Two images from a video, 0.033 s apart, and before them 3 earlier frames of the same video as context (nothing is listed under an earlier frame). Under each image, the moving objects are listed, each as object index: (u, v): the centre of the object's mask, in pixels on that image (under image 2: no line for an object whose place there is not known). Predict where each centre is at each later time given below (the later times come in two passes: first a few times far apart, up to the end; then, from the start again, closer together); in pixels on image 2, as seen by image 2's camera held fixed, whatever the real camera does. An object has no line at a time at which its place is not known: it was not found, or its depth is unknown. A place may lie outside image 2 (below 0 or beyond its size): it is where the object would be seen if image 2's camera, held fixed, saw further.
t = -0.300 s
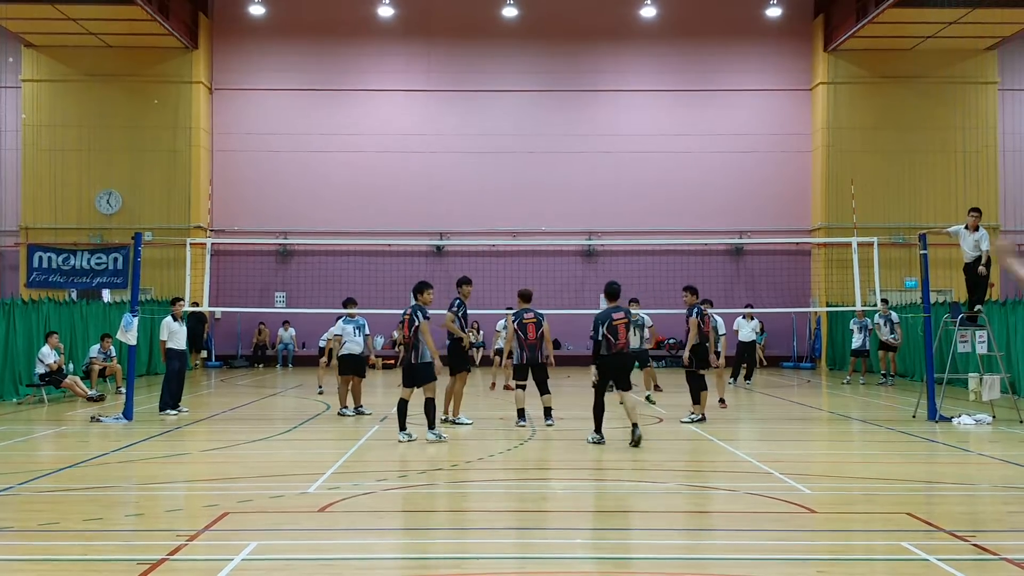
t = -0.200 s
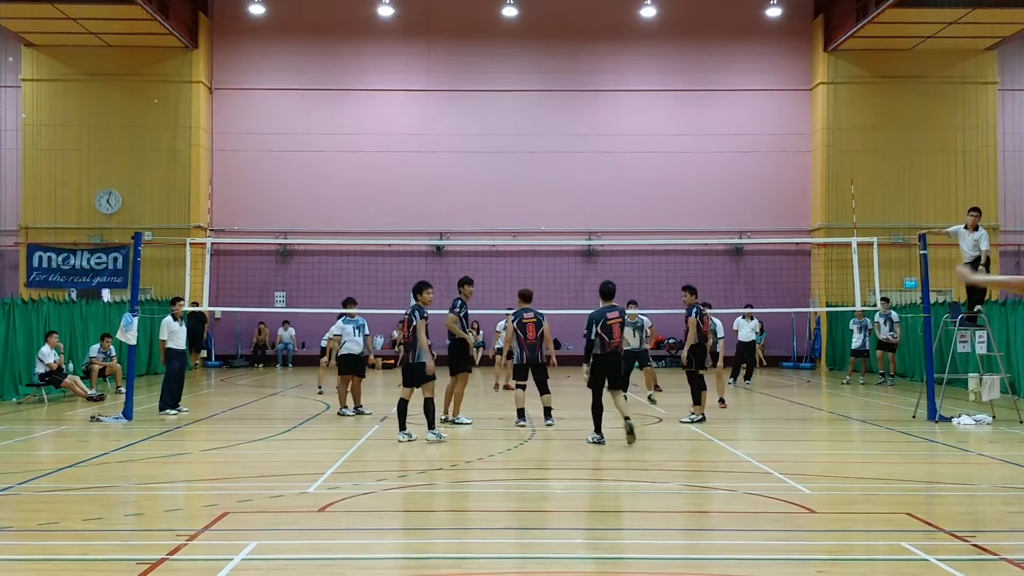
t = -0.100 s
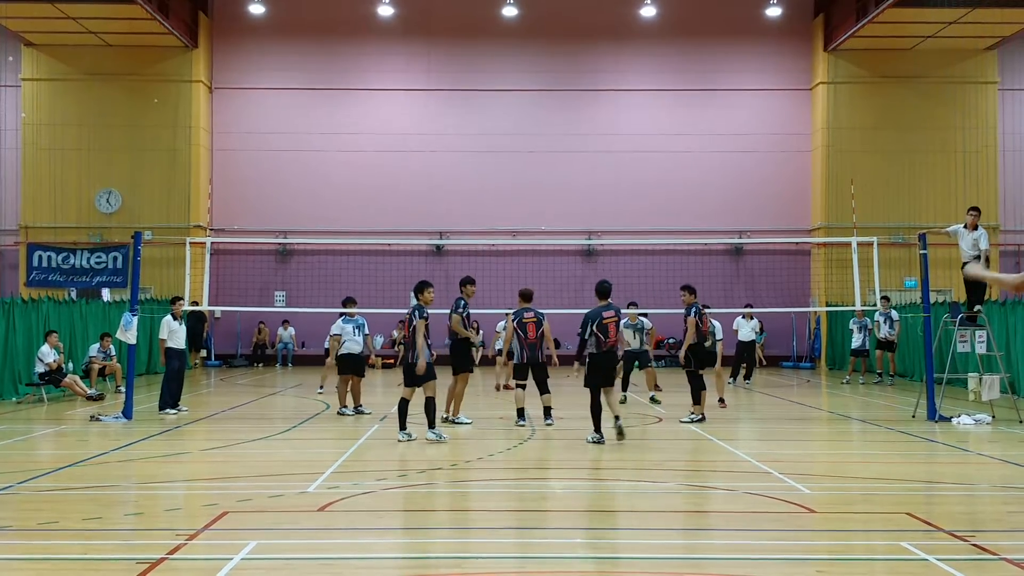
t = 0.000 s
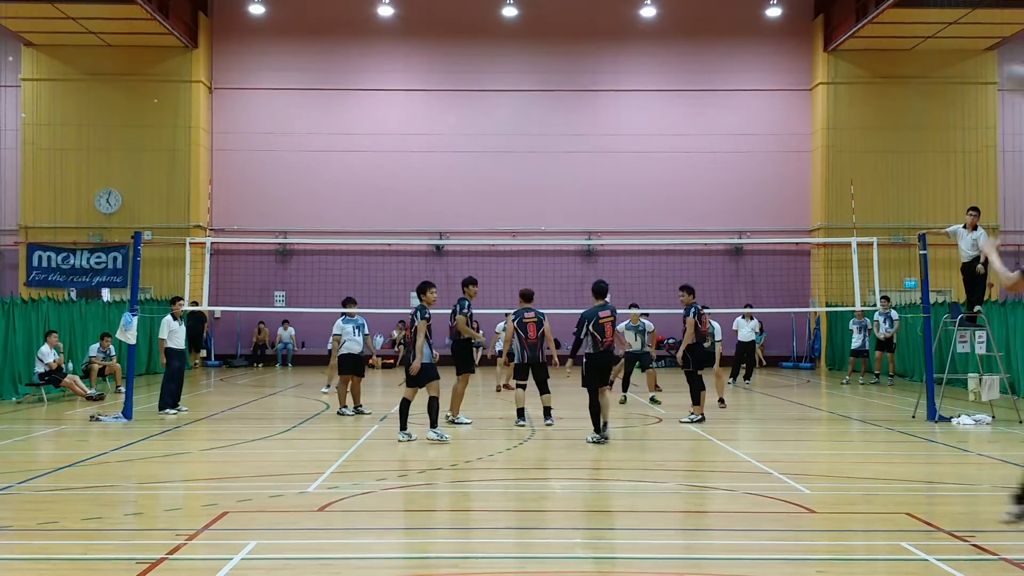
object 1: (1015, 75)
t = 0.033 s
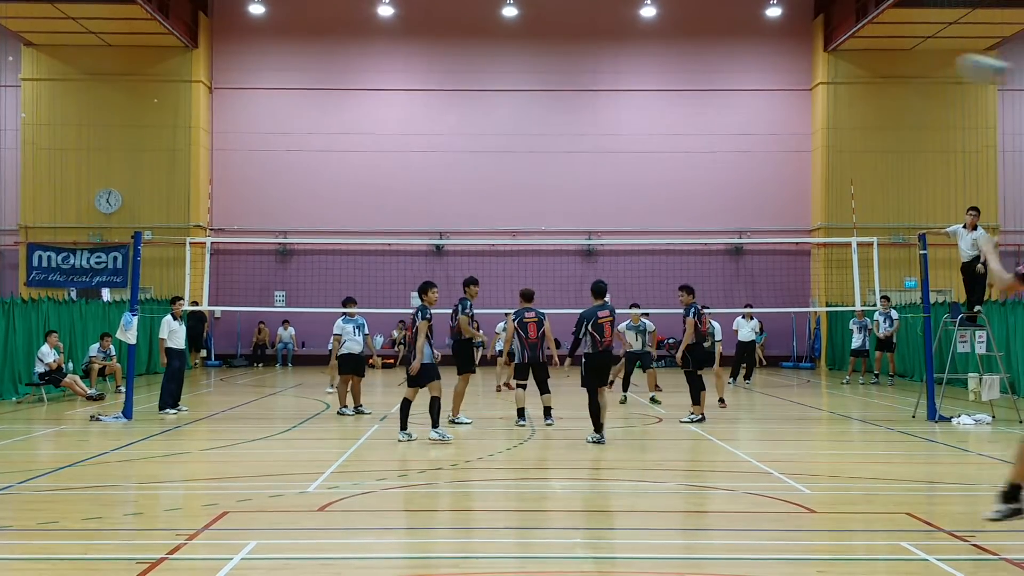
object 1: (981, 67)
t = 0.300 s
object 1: (760, 44)
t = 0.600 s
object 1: (640, 104)
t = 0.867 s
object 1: (582, 182)
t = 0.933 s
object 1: (570, 205)
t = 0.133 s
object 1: (875, 46)
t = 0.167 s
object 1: (845, 43)
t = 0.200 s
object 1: (821, 41)
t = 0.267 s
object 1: (778, 43)
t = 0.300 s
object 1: (760, 44)
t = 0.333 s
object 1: (742, 47)
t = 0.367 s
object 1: (726, 53)
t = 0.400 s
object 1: (710, 57)
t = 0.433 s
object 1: (696, 64)
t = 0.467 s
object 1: (683, 70)
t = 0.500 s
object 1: (672, 76)
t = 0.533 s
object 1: (659, 86)
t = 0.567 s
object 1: (649, 95)
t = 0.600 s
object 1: (640, 104)
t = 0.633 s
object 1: (631, 112)
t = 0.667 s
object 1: (622, 121)
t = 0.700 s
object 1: (615, 130)
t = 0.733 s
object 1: (607, 141)
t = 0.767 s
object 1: (600, 152)
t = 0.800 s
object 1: (594, 161)
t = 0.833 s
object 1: (588, 173)
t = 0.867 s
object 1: (582, 182)
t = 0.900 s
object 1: (575, 194)
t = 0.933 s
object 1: (570, 205)
